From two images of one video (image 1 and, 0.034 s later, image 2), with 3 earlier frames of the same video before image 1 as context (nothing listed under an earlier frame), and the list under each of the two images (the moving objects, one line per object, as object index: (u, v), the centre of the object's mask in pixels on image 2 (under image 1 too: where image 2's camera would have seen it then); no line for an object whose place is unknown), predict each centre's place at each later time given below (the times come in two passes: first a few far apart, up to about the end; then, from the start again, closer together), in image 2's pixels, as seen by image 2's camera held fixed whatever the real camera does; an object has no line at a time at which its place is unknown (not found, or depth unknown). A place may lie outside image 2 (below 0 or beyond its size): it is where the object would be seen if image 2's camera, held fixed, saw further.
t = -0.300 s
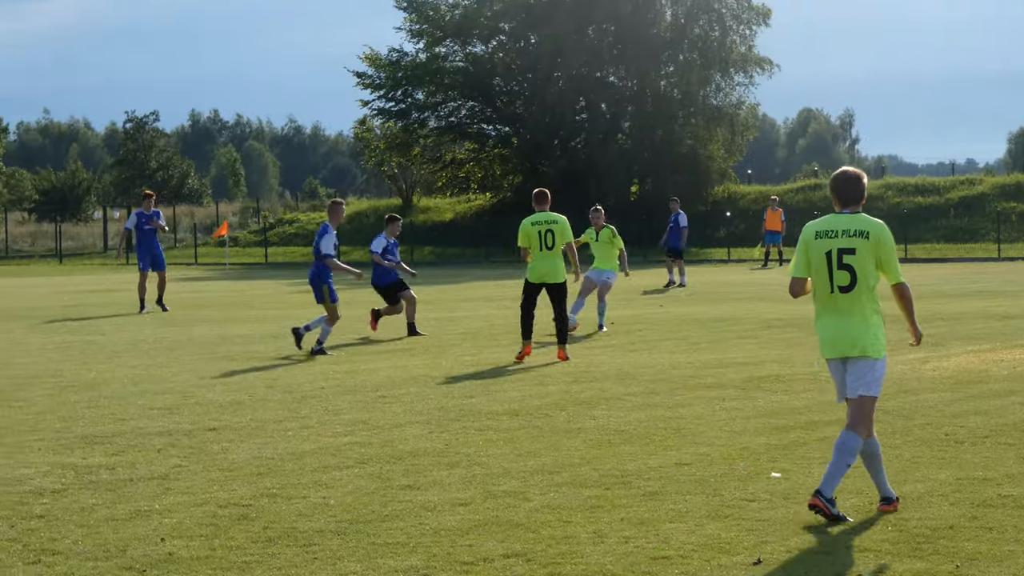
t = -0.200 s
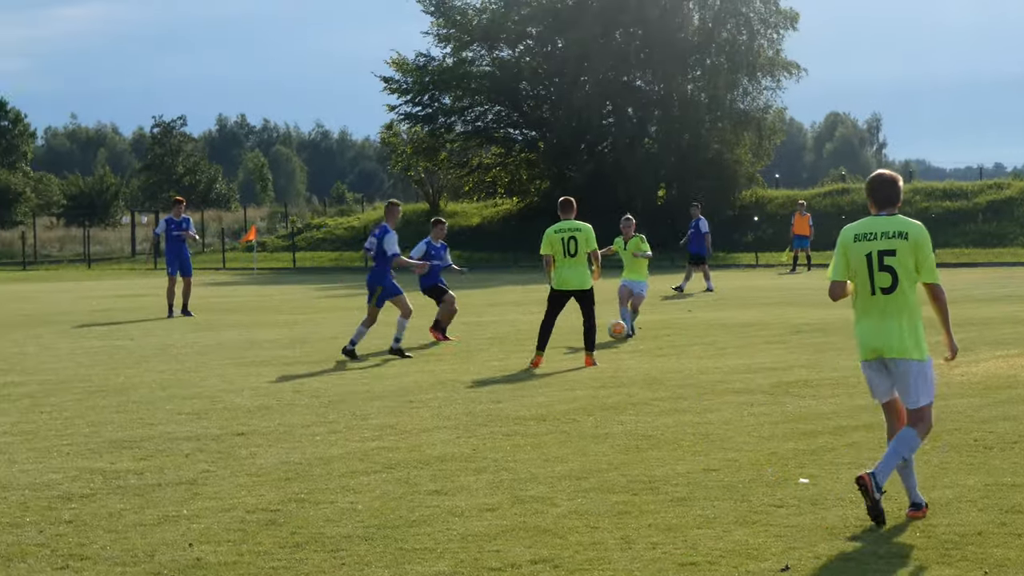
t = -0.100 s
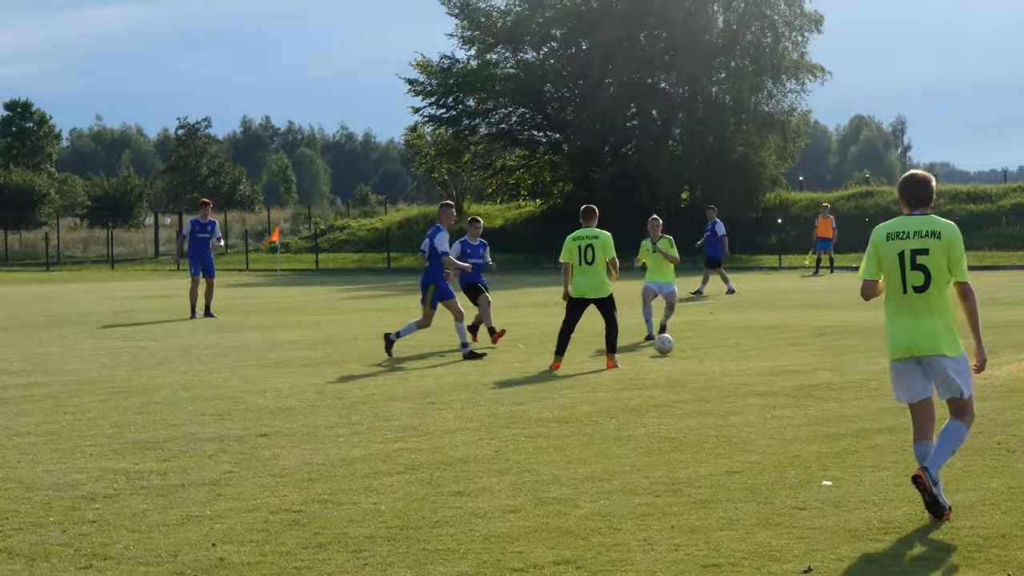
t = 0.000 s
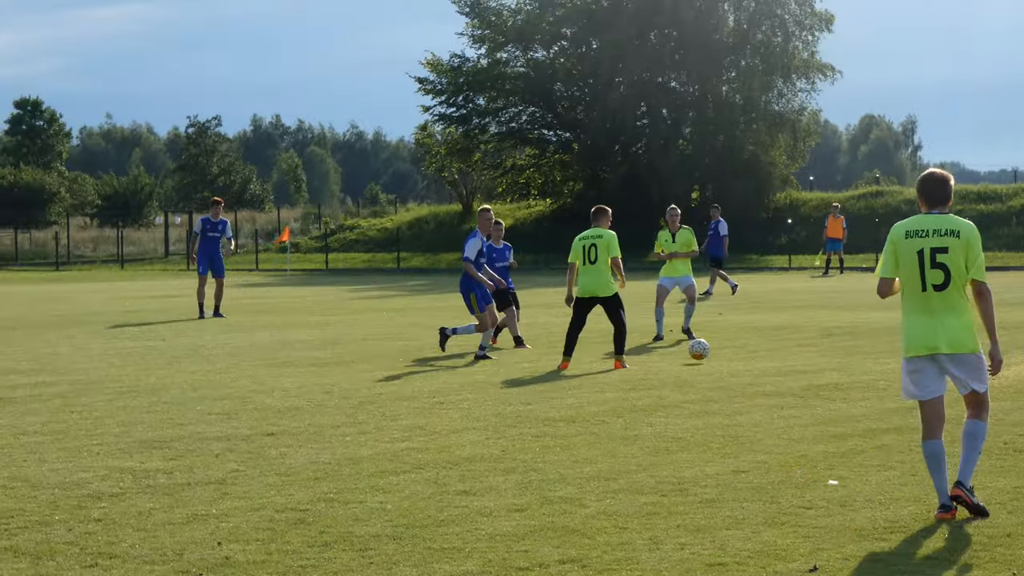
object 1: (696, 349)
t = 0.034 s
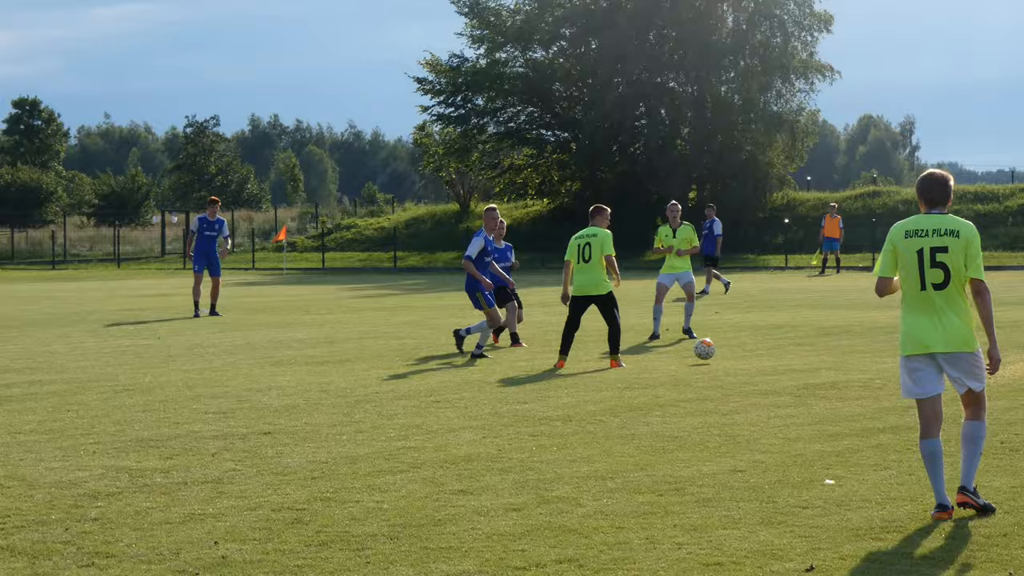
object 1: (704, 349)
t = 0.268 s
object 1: (772, 360)
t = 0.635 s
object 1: (885, 385)
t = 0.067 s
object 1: (713, 351)
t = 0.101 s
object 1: (722, 354)
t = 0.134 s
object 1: (732, 357)
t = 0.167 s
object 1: (742, 357)
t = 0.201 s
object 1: (751, 357)
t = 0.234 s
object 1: (762, 358)
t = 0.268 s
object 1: (772, 360)
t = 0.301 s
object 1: (782, 364)
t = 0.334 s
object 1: (793, 369)
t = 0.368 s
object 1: (803, 368)
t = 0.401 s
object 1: (813, 368)
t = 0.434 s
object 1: (822, 369)
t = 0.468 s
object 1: (834, 372)
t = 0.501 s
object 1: (844, 376)
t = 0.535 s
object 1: (856, 384)
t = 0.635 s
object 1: (885, 385)
